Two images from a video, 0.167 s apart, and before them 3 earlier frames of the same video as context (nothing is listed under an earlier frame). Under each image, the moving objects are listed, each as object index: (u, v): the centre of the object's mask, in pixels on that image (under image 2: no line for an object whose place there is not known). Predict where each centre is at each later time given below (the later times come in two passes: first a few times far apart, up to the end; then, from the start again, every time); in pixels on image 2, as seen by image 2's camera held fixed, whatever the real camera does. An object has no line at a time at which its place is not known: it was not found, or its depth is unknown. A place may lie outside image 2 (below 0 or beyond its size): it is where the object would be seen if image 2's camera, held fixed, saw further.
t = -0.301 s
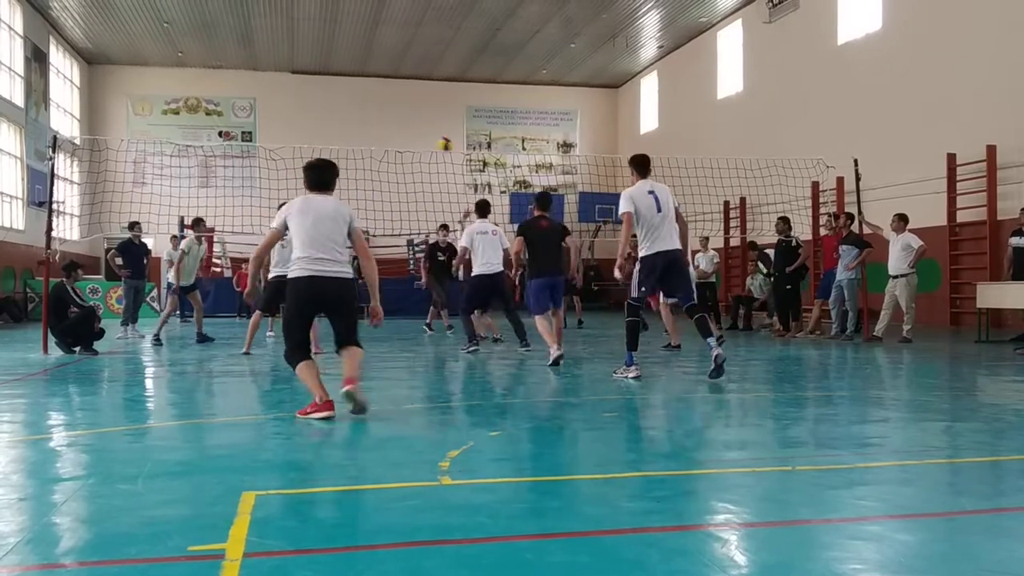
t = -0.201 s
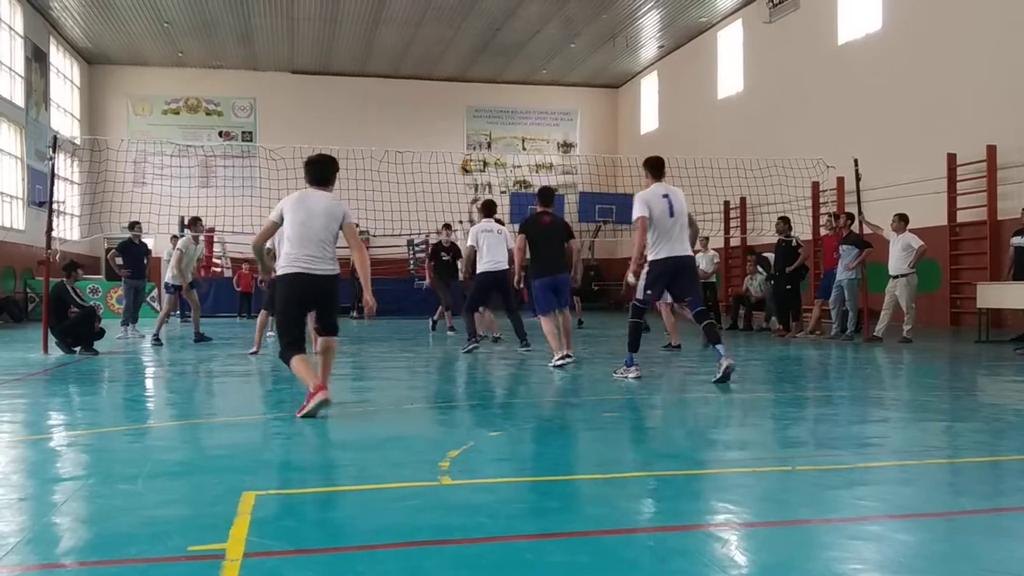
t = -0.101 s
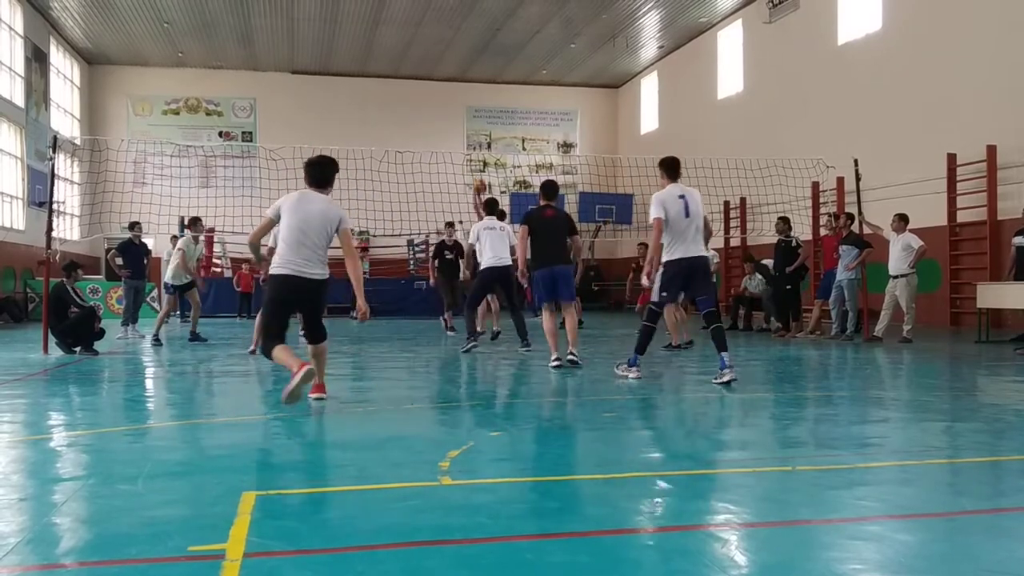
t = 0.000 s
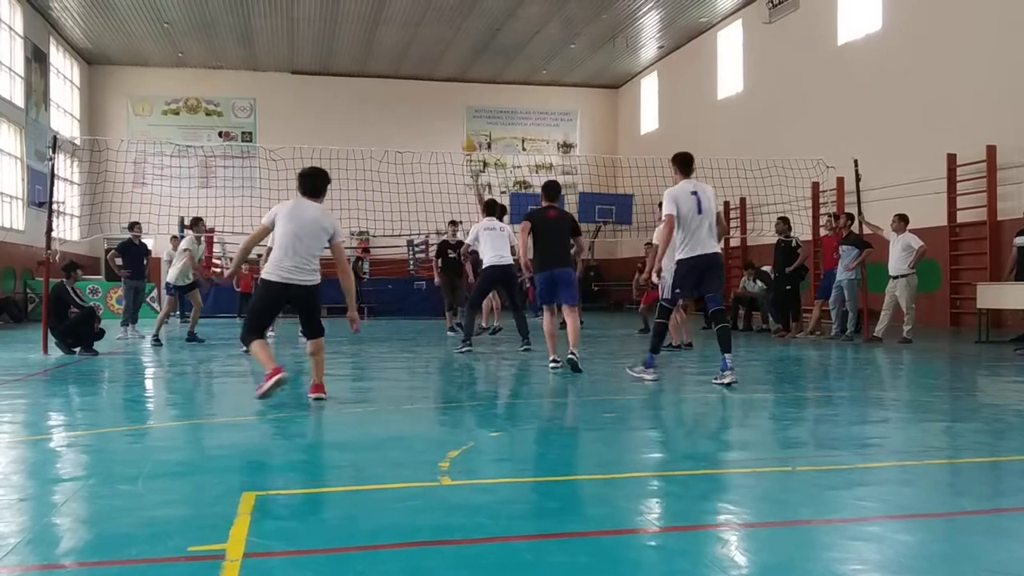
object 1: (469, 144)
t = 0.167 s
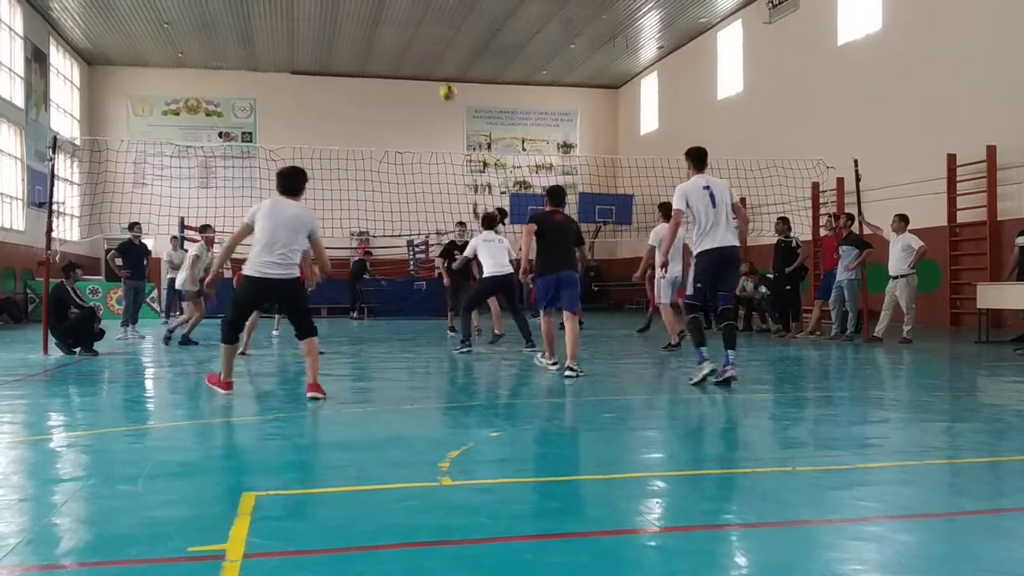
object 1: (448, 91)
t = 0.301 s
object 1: (431, 62)
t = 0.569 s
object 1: (397, 43)
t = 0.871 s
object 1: (360, 86)
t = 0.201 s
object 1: (443, 83)
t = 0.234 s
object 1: (439, 75)
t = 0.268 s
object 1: (435, 69)
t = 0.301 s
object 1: (431, 62)
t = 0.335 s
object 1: (427, 58)
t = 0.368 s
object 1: (423, 52)
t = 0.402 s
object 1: (419, 48)
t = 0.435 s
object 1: (415, 46)
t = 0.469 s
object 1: (410, 44)
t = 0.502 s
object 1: (406, 43)
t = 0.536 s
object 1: (402, 42)
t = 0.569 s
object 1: (397, 43)
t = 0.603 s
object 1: (394, 45)
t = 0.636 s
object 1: (390, 47)
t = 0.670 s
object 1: (386, 50)
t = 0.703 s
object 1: (382, 54)
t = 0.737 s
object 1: (377, 59)
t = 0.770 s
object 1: (373, 65)
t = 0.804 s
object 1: (369, 72)
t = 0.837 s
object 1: (365, 78)
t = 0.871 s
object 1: (360, 86)
